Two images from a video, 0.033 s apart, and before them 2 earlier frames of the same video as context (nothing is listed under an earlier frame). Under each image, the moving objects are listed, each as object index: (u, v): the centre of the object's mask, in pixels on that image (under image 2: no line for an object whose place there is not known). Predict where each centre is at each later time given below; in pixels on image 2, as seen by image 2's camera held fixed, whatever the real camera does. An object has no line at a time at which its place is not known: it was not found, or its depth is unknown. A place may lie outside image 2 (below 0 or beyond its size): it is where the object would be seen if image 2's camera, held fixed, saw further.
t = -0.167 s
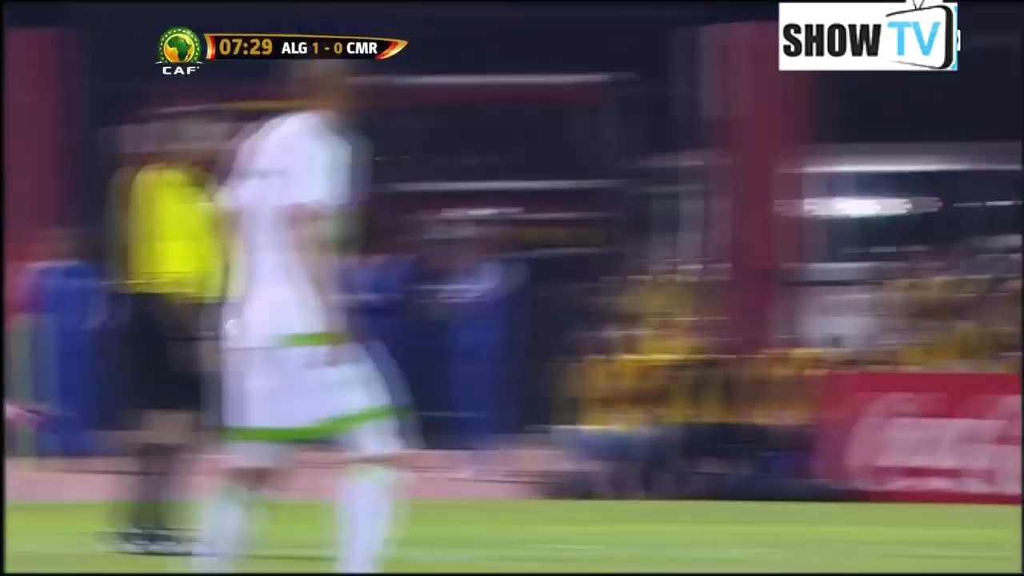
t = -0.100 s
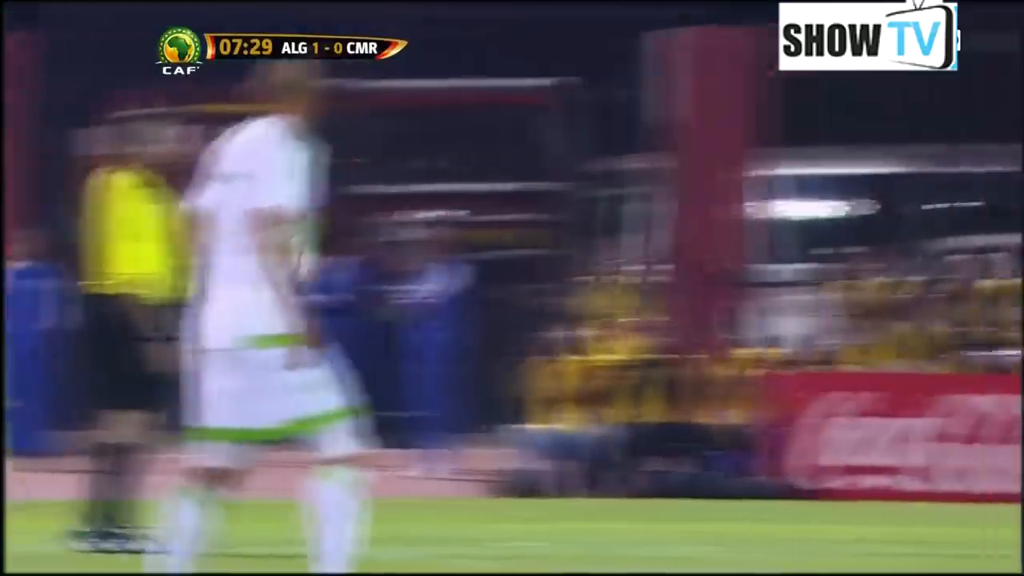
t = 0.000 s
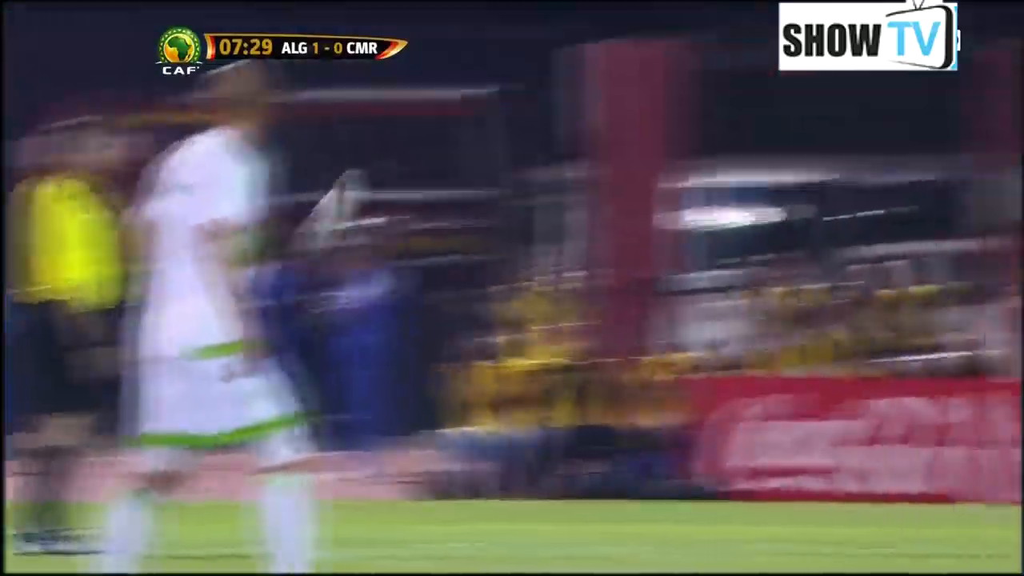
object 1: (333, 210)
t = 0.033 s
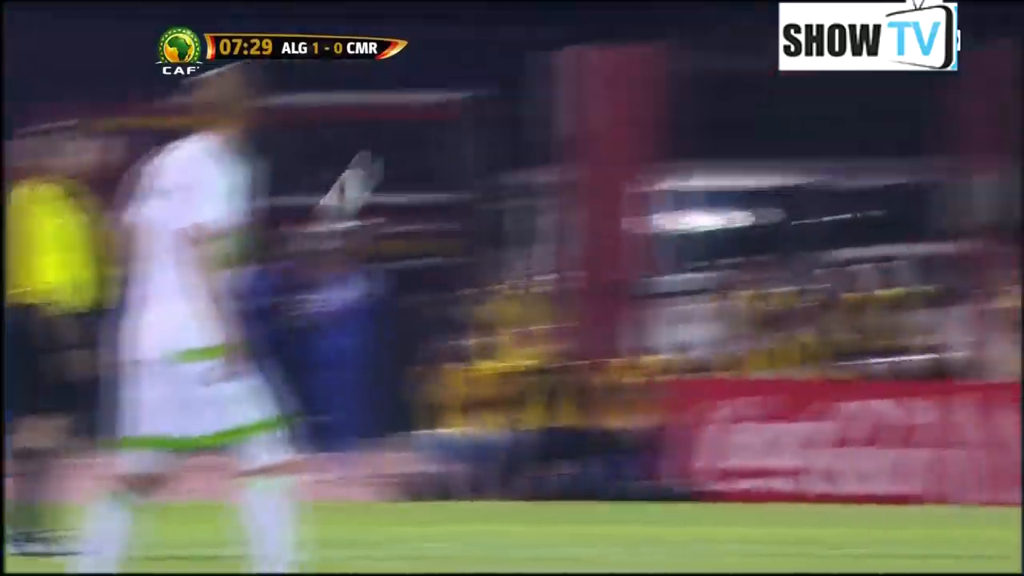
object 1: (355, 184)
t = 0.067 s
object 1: (391, 168)
